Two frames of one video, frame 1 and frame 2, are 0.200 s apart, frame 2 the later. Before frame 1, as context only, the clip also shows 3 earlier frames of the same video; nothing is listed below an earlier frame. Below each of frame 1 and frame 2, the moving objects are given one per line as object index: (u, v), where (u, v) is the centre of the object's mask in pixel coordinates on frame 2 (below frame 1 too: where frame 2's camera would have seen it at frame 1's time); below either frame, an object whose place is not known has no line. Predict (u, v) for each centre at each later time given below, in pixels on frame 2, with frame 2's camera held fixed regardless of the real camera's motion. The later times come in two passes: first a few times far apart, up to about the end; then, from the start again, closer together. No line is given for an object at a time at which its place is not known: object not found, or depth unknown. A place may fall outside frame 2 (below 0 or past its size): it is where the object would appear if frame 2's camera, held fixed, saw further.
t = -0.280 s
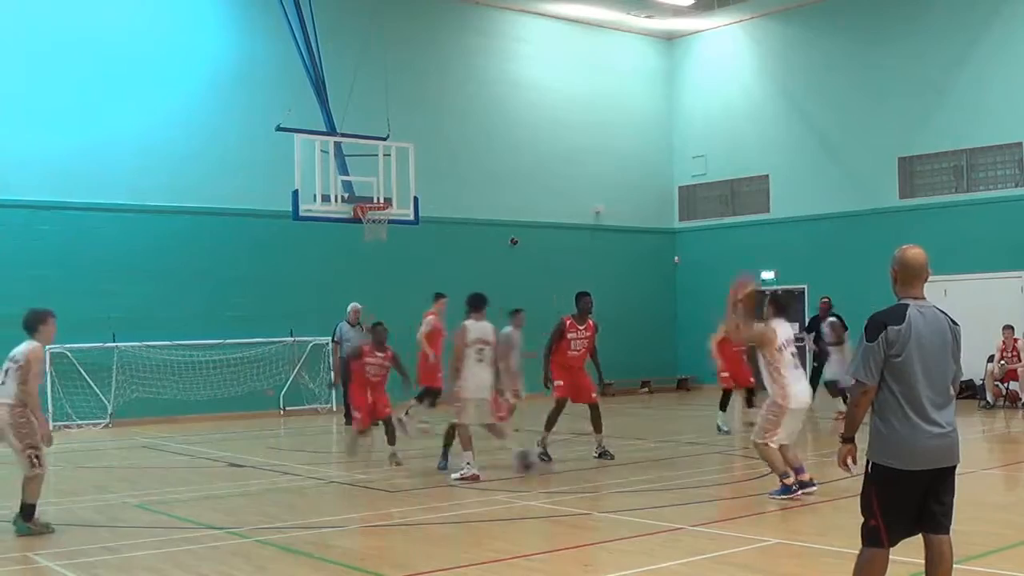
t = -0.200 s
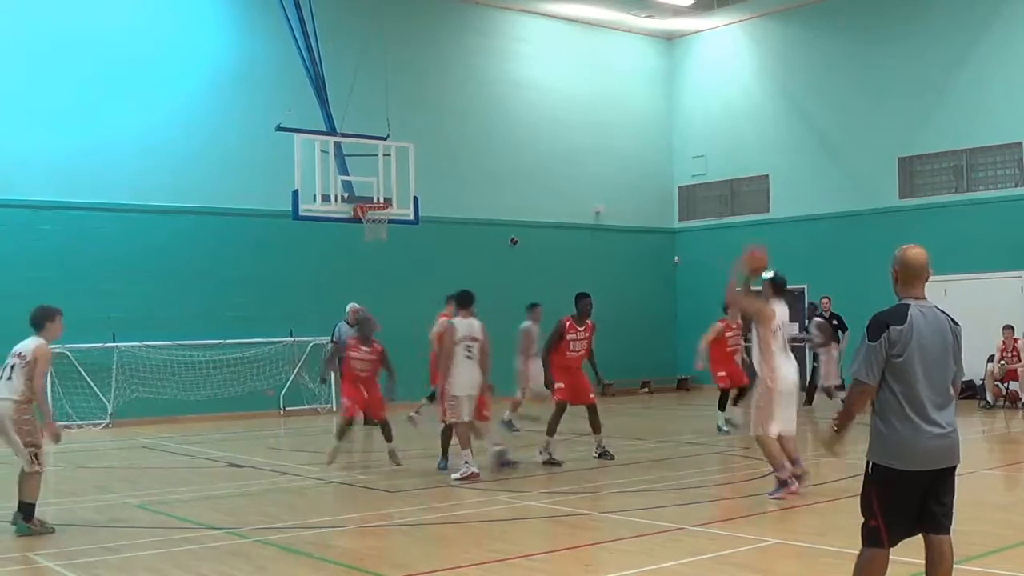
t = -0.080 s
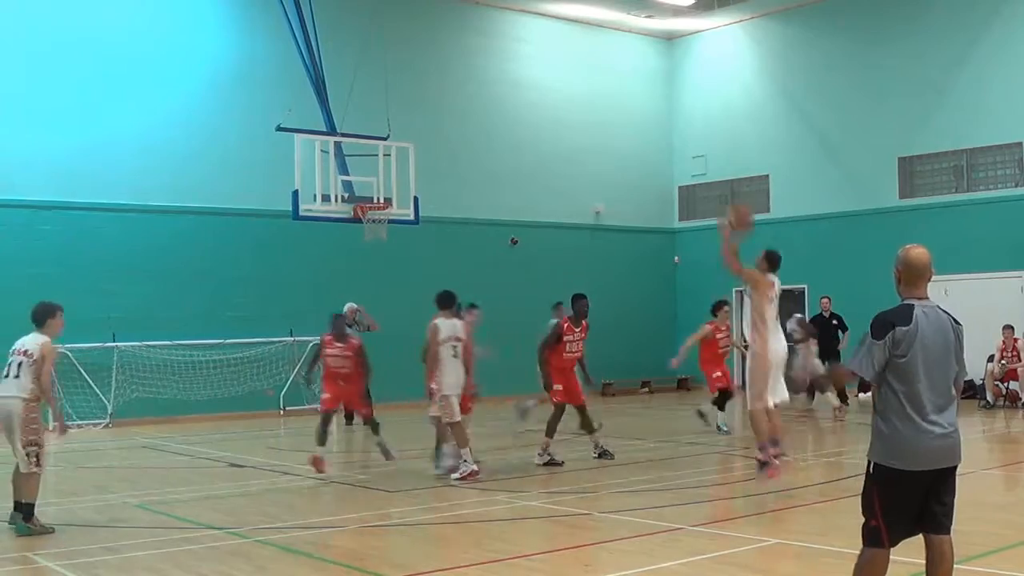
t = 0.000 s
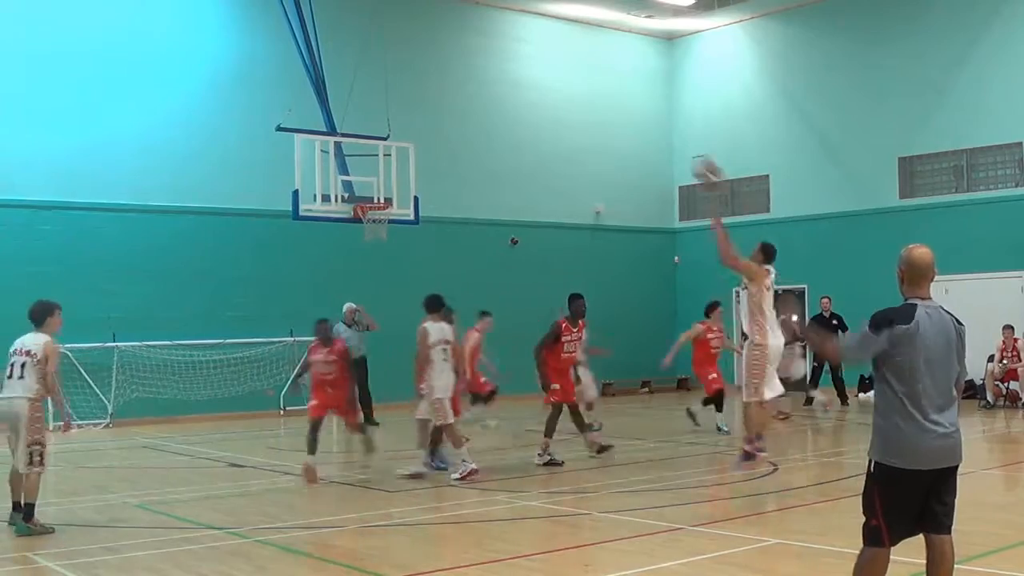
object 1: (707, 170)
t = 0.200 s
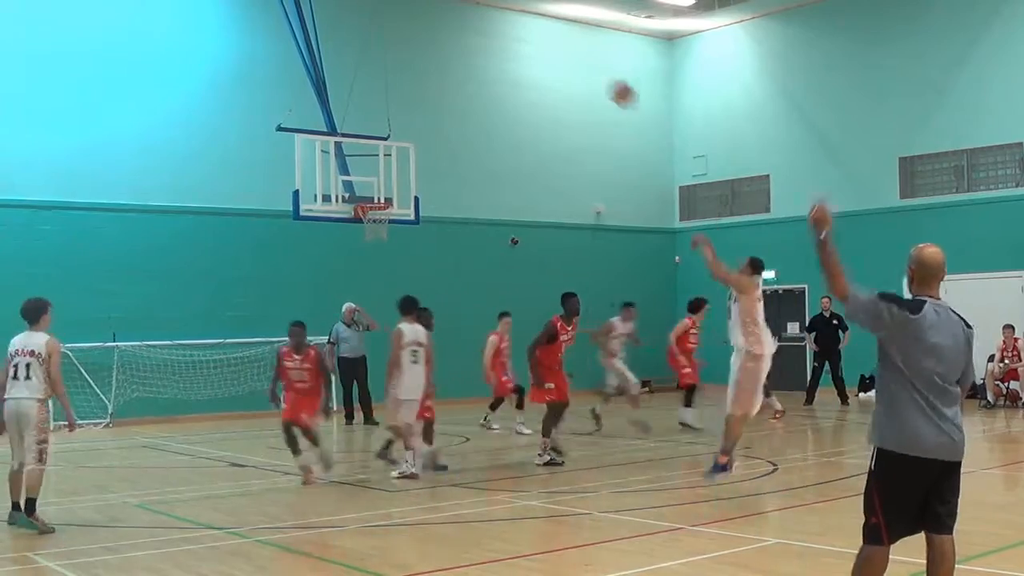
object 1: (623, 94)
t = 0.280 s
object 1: (592, 76)
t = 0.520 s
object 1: (515, 62)
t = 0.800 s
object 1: (442, 104)
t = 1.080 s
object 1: (378, 198)
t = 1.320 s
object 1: (366, 259)
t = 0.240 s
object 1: (607, 84)
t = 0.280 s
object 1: (592, 76)
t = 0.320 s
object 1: (578, 69)
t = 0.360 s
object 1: (564, 65)
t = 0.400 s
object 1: (551, 62)
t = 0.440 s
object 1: (538, 60)
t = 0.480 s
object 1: (525, 60)
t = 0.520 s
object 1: (515, 62)
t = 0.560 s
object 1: (503, 64)
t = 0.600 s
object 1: (492, 68)
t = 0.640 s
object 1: (481, 73)
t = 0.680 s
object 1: (471, 79)
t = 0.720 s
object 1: (461, 87)
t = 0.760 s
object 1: (451, 95)
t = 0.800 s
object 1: (442, 104)
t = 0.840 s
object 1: (433, 115)
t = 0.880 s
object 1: (423, 126)
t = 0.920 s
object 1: (416, 138)
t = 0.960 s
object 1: (405, 153)
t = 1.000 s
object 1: (398, 168)
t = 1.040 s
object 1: (389, 182)
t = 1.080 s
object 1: (378, 198)
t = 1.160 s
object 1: (369, 223)
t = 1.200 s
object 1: (367, 227)
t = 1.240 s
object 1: (365, 237)
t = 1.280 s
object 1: (366, 248)
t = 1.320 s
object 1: (366, 259)
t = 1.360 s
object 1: (366, 269)
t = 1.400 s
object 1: (366, 284)
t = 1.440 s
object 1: (365, 297)
